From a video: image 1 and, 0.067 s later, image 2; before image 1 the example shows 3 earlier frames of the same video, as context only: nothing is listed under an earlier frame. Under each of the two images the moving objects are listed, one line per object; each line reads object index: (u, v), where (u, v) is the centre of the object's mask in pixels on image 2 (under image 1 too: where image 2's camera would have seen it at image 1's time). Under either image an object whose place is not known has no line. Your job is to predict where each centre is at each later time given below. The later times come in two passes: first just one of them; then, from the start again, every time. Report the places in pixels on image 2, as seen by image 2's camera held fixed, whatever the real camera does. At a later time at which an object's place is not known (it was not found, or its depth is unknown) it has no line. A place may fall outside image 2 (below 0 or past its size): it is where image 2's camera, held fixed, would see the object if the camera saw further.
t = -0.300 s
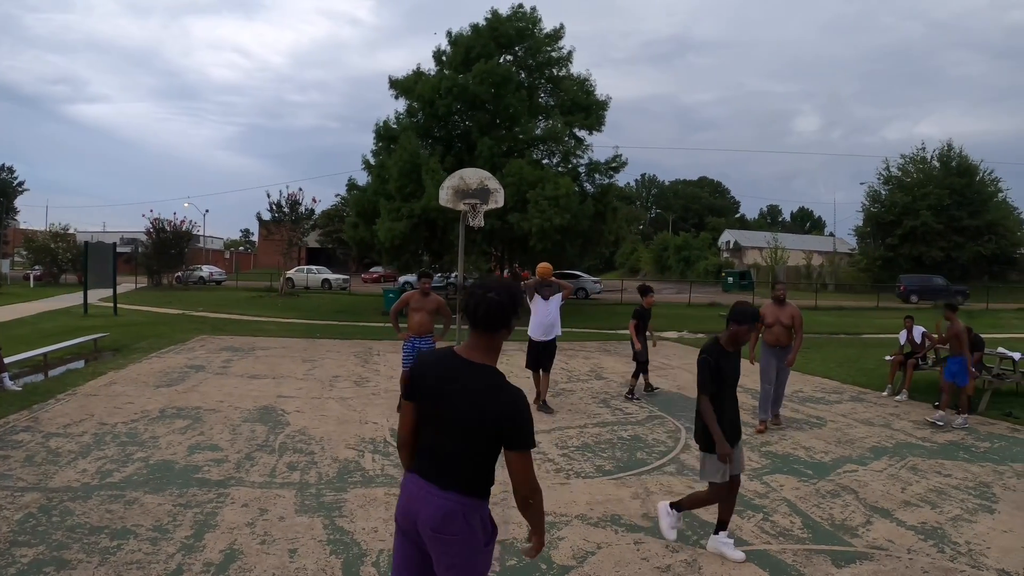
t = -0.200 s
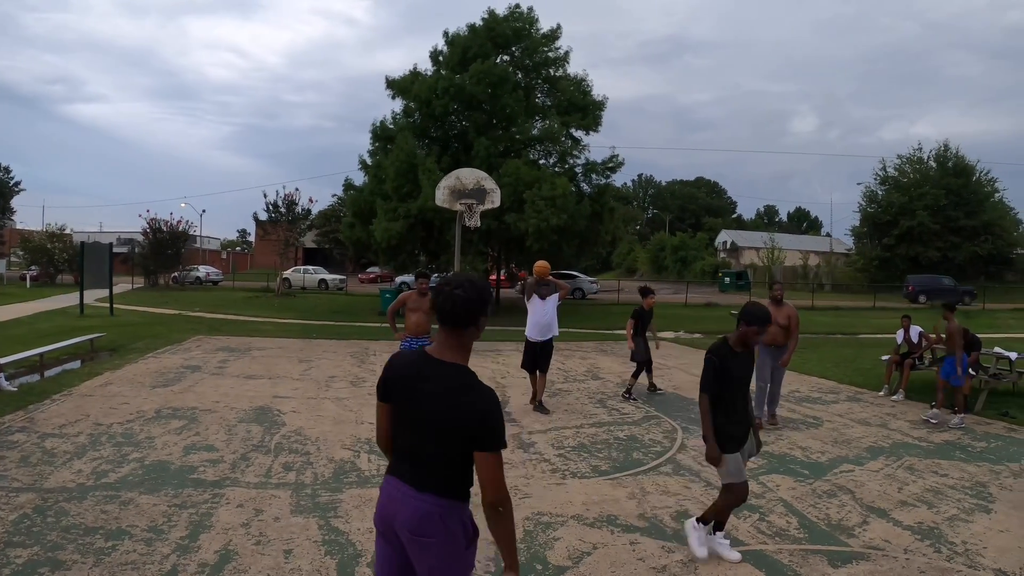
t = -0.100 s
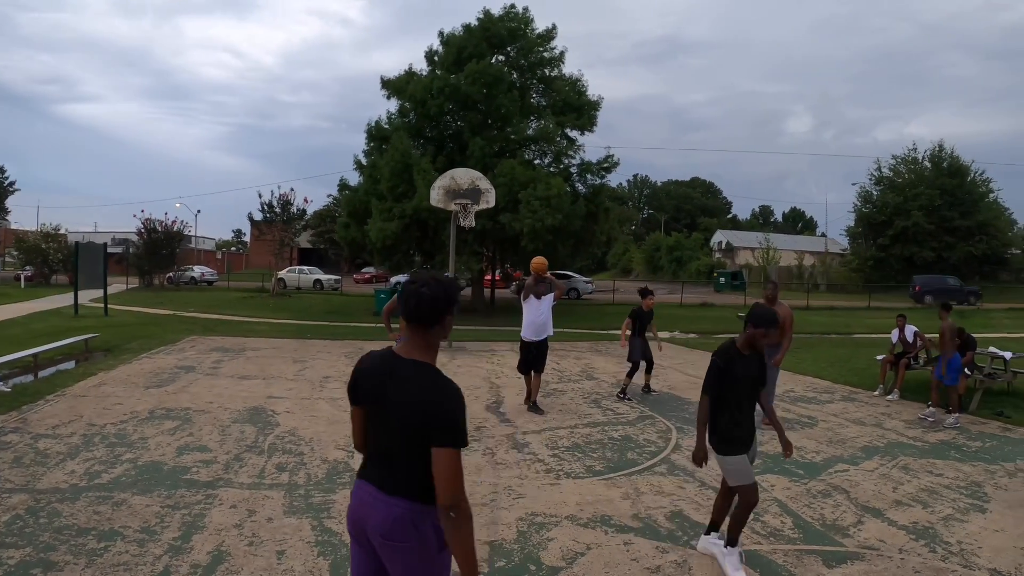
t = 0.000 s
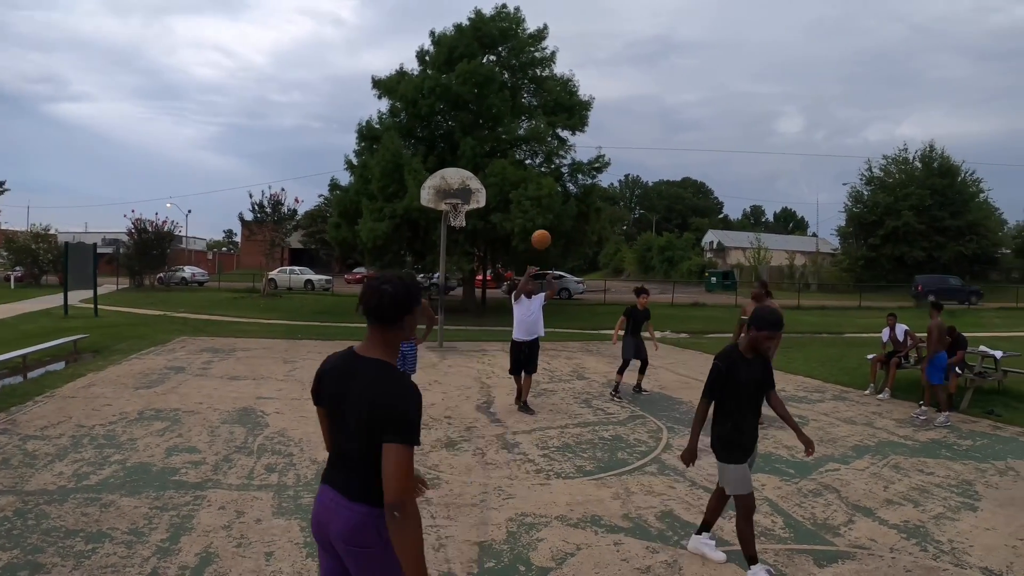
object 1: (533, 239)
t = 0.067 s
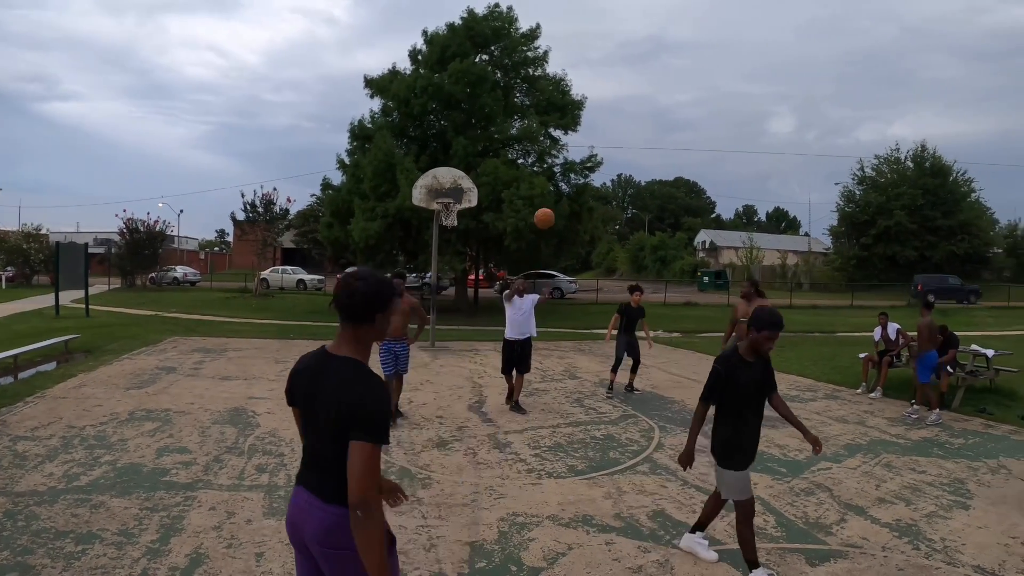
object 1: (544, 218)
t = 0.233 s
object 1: (574, 172)
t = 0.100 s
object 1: (549, 209)
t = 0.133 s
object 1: (555, 200)
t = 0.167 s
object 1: (560, 190)
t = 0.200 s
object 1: (567, 181)
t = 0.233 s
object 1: (574, 172)
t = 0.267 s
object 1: (582, 164)
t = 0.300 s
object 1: (591, 157)
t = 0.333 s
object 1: (600, 149)
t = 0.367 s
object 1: (611, 143)
